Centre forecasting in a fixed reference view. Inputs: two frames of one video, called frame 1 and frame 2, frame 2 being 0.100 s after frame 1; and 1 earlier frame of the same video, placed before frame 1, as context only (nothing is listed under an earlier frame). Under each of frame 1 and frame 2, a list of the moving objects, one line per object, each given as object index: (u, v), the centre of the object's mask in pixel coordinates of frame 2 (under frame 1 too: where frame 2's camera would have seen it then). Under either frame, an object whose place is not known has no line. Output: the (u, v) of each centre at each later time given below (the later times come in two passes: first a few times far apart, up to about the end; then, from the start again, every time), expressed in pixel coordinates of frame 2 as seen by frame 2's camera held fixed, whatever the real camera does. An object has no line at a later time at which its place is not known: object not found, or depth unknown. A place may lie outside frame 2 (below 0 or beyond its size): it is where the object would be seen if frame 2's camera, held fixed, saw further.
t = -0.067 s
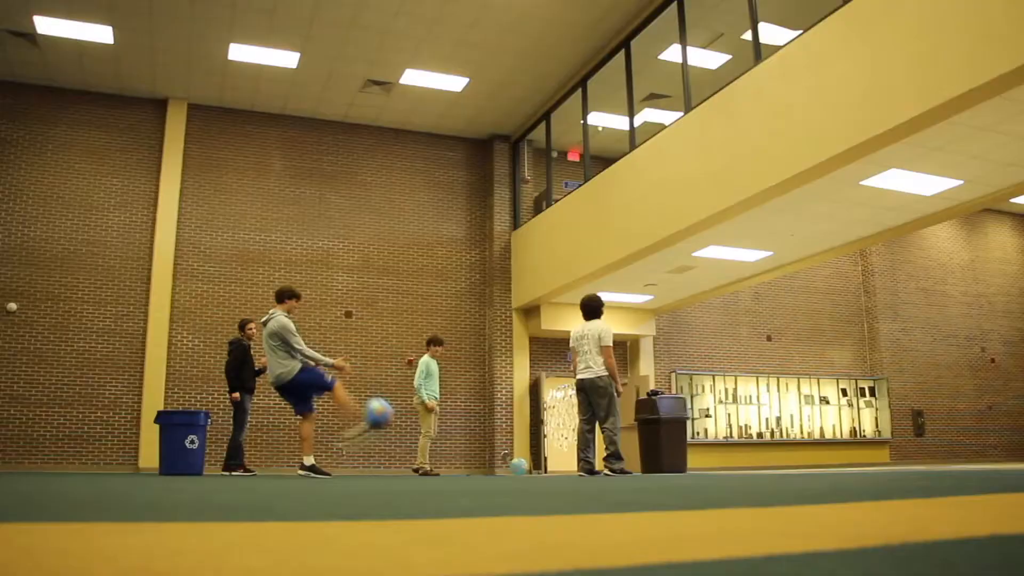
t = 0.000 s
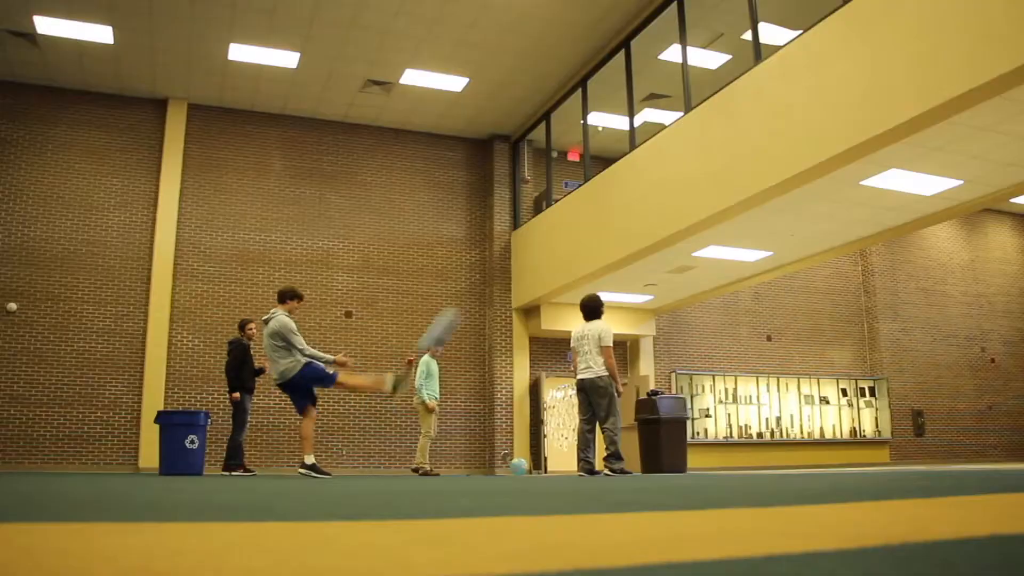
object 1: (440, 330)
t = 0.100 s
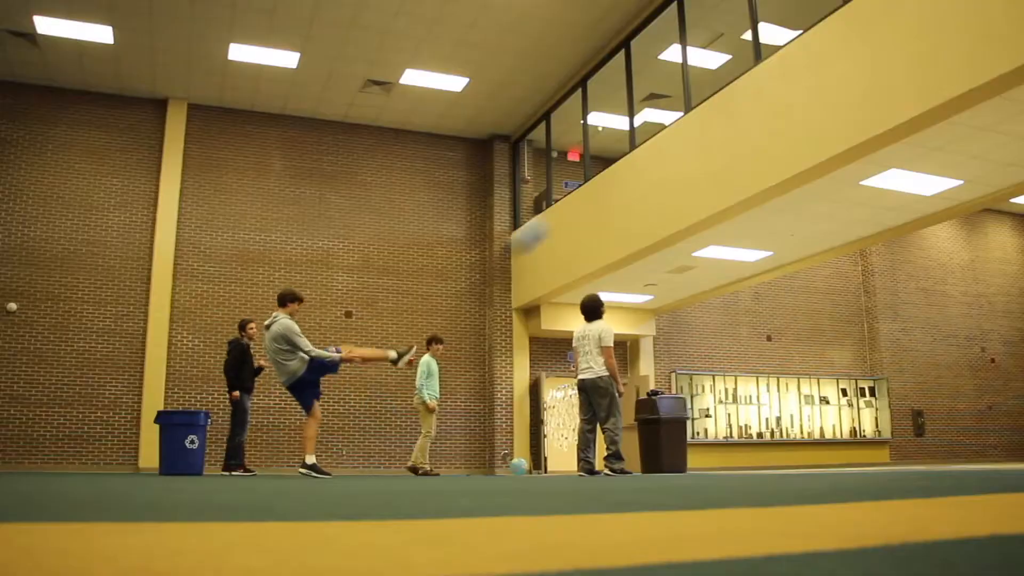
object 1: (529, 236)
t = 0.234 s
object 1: (628, 158)
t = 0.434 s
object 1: (737, 94)
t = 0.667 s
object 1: (740, 54)
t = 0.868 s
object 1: (704, 41)
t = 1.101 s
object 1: (667, 52)
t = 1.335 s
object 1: (636, 90)
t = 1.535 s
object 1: (609, 149)
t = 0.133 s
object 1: (558, 212)
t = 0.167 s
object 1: (584, 191)
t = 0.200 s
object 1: (607, 173)
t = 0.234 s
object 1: (628, 158)
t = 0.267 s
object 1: (648, 144)
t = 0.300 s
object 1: (667, 133)
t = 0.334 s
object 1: (688, 121)
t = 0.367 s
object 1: (703, 111)
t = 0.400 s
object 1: (720, 102)
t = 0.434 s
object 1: (737, 94)
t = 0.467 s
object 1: (754, 89)
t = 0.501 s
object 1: (769, 84)
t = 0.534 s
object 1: (764, 77)
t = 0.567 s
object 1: (758, 69)
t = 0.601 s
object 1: (751, 63)
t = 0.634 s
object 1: (747, 58)
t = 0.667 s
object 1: (740, 54)
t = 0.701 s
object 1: (735, 50)
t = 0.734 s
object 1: (729, 47)
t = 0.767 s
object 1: (722, 45)
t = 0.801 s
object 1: (716, 43)
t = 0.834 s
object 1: (710, 42)
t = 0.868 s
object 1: (704, 41)
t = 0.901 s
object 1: (699, 41)
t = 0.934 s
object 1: (694, 42)
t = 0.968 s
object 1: (689, 42)
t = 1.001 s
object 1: (684, 44)
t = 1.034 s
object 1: (679, 46)
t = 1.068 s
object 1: (673, 49)
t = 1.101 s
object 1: (667, 52)
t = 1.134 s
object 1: (662, 56)
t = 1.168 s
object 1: (657, 60)
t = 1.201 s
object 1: (653, 65)
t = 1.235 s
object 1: (650, 70)
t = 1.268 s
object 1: (645, 76)
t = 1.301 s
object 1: (640, 83)
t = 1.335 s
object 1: (636, 90)
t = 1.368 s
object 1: (631, 98)
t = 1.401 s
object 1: (628, 106)
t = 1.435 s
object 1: (623, 115)
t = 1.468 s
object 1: (618, 131)
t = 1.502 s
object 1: (612, 142)
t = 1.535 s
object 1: (609, 149)
